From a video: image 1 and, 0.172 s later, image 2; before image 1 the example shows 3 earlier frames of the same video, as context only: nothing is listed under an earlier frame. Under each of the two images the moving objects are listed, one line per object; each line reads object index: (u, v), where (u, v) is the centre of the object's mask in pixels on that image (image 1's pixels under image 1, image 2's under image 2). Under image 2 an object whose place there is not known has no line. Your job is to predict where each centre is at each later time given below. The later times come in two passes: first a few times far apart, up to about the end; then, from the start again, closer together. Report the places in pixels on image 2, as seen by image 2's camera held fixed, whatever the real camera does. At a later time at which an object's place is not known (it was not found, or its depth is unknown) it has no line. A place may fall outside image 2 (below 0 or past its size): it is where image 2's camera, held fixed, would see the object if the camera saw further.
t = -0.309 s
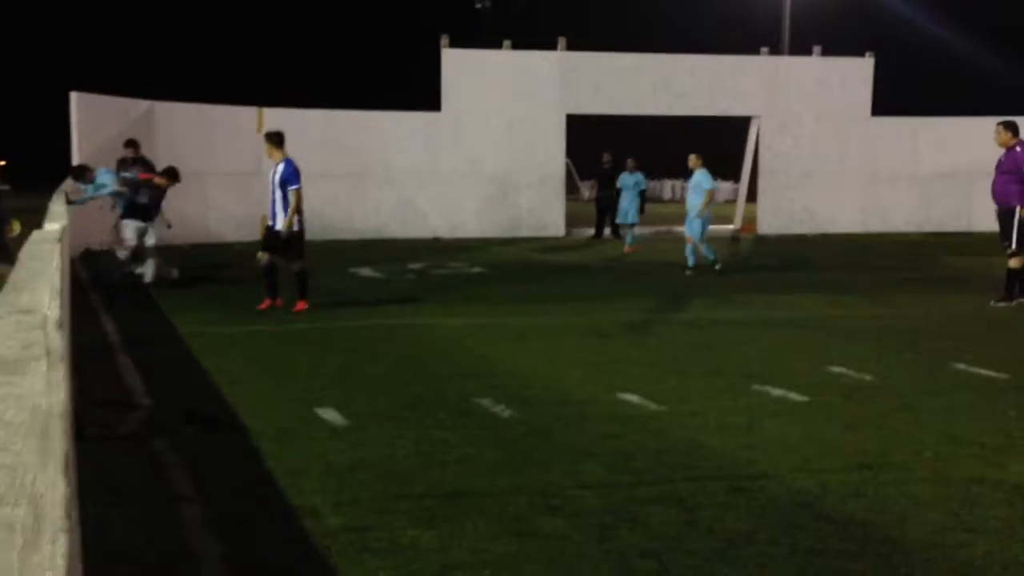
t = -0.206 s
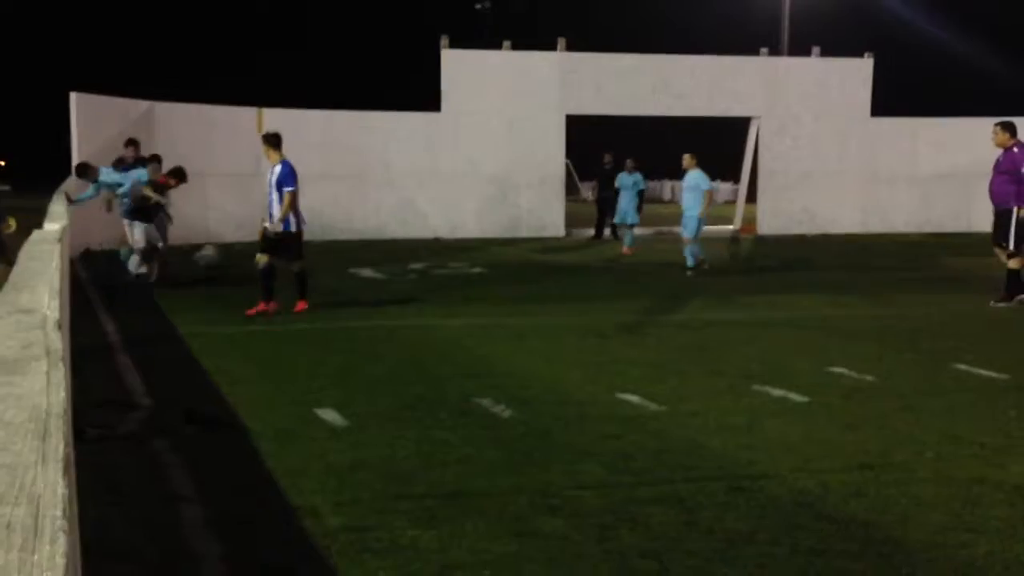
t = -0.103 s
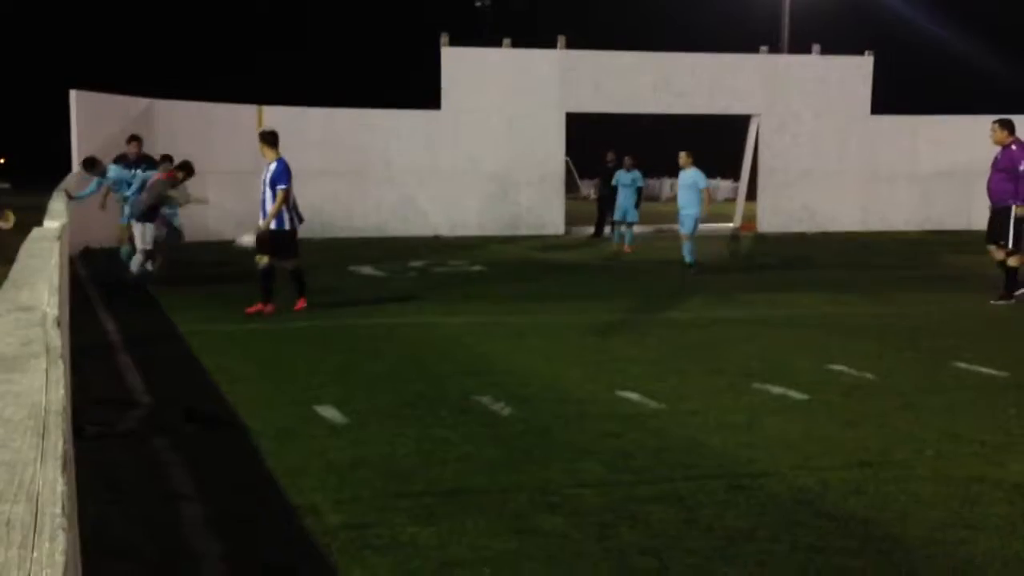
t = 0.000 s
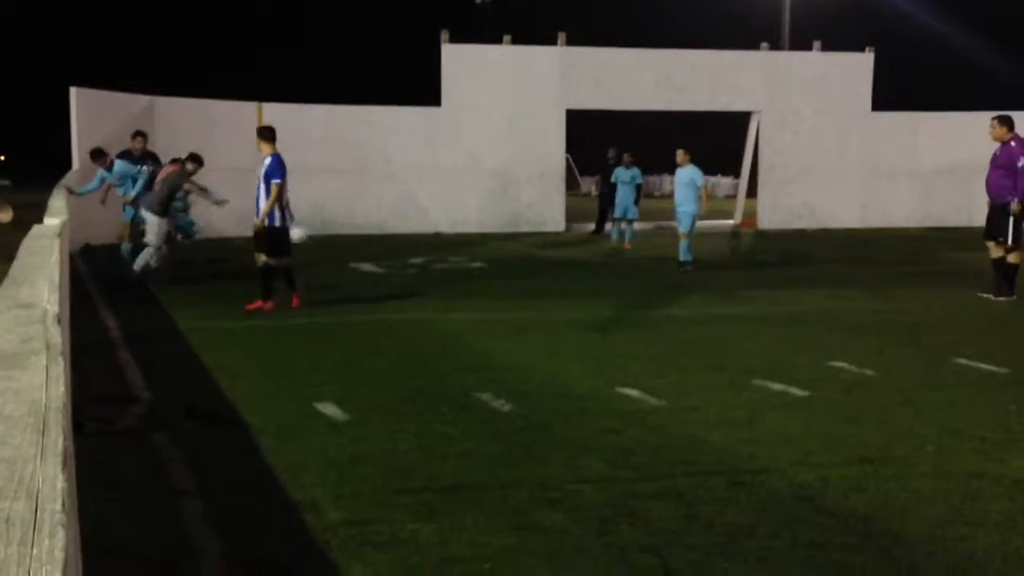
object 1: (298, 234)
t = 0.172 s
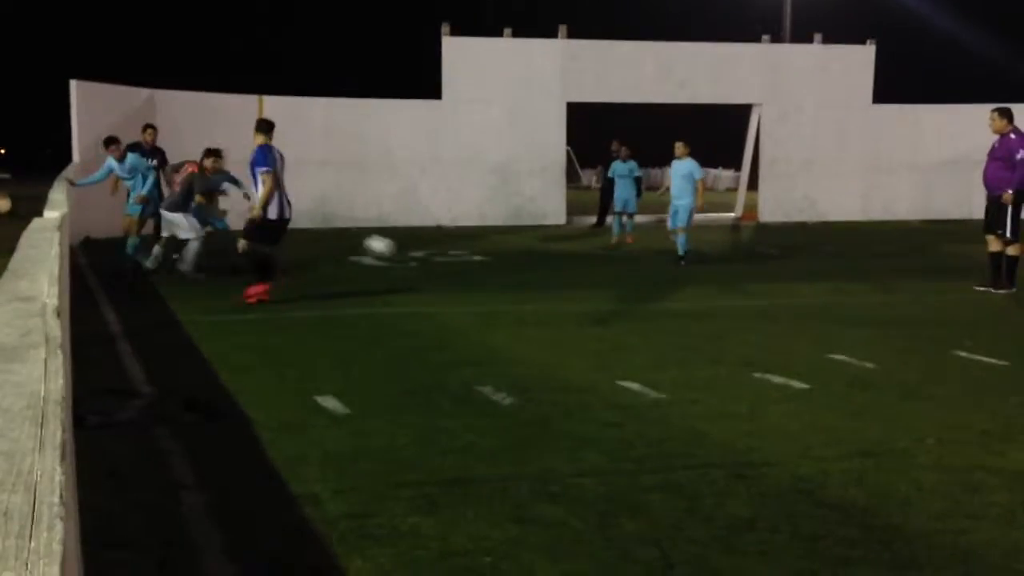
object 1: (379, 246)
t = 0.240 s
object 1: (415, 261)
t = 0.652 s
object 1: (597, 257)
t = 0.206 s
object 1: (396, 253)
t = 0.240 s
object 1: (415, 261)
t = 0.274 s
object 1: (434, 271)
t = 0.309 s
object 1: (453, 283)
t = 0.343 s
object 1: (469, 289)
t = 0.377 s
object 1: (480, 281)
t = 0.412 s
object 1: (490, 273)
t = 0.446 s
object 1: (504, 267)
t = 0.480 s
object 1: (517, 263)
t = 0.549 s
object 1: (556, 255)
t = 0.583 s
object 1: (569, 254)
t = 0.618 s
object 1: (583, 255)
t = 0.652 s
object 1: (597, 257)
